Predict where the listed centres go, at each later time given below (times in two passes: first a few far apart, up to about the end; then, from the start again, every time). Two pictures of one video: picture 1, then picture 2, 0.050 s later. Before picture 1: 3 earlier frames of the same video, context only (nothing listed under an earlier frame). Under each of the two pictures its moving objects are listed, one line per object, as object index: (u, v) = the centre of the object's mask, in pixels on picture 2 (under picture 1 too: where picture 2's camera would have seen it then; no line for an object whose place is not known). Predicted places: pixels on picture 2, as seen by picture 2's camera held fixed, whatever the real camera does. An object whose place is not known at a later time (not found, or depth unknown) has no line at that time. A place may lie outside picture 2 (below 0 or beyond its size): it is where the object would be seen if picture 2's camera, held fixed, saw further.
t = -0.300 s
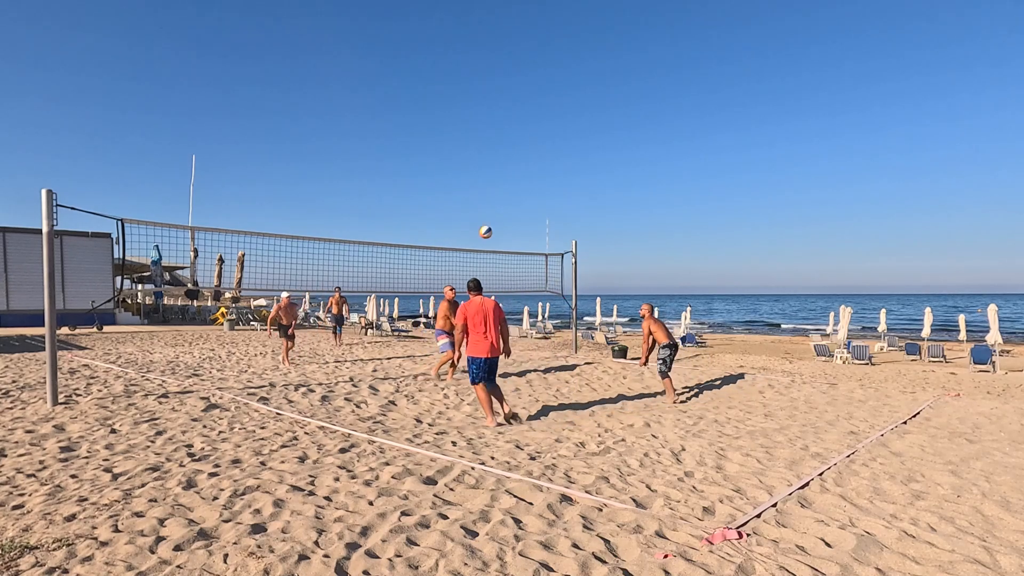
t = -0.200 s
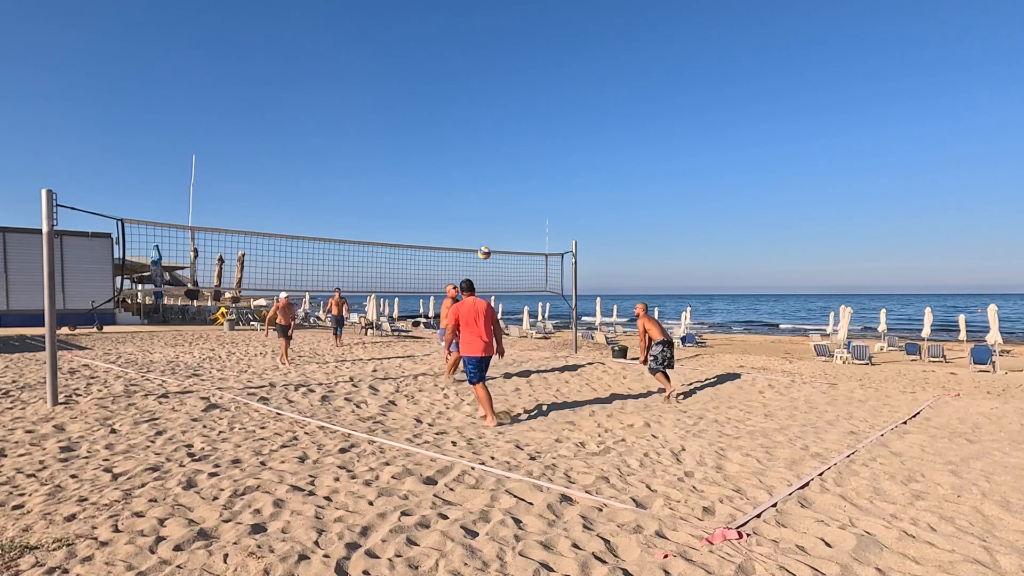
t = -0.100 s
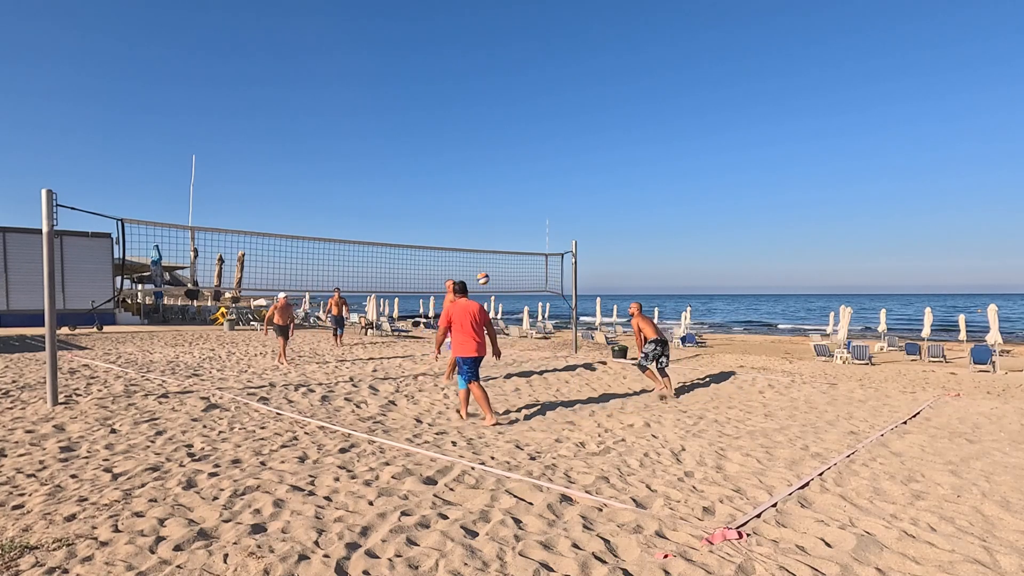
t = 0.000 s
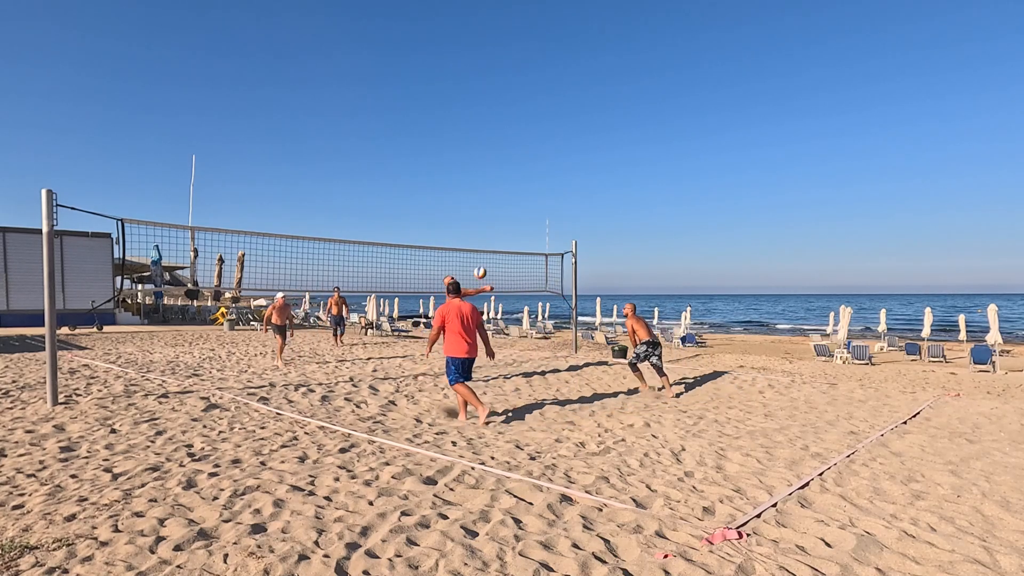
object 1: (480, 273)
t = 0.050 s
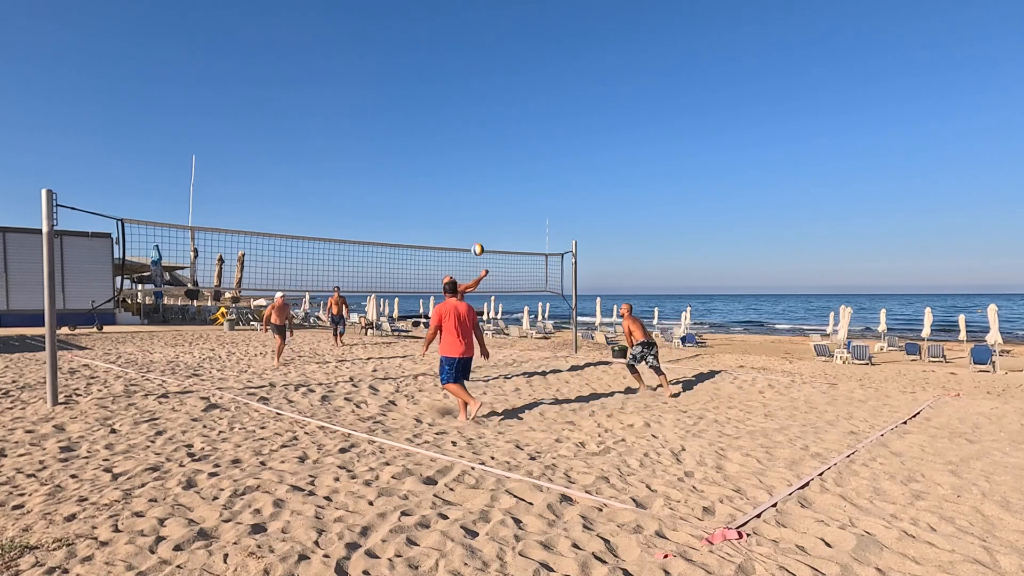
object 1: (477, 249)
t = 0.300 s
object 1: (466, 151)
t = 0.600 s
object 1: (452, 75)
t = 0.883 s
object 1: (438, 53)
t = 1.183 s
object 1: (423, 90)
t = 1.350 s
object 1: (415, 141)
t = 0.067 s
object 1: (477, 242)
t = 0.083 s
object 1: (476, 235)
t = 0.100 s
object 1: (475, 227)
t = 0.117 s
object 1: (474, 220)
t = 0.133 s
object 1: (473, 213)
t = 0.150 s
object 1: (473, 206)
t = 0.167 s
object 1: (472, 200)
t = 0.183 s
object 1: (471, 193)
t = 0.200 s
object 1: (470, 187)
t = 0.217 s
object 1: (469, 181)
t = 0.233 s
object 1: (469, 174)
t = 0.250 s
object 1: (468, 168)
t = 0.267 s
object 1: (467, 162)
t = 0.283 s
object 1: (466, 157)
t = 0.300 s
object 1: (466, 151)
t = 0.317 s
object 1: (465, 146)
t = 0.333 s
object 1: (464, 140)
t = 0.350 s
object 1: (463, 135)
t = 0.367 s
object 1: (463, 130)
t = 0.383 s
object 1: (462, 125)
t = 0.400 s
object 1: (461, 120)
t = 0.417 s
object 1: (460, 116)
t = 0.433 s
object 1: (460, 111)
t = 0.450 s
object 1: (459, 107)
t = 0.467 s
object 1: (458, 103)
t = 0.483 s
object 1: (458, 99)
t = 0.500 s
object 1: (457, 95)
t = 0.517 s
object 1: (456, 91)
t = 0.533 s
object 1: (455, 88)
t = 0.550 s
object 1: (455, 84)
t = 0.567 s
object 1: (453, 81)
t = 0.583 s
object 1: (453, 78)
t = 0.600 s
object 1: (452, 75)
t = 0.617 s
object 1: (451, 73)
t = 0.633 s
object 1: (451, 70)
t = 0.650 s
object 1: (450, 68)
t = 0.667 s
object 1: (449, 66)
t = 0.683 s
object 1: (448, 63)
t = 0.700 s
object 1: (447, 62)
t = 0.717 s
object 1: (446, 60)
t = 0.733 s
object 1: (446, 58)
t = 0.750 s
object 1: (445, 57)
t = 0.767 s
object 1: (444, 56)
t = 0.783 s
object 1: (443, 55)
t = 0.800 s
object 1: (442, 54)
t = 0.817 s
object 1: (442, 53)
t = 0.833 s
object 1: (441, 53)
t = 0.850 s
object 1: (440, 53)
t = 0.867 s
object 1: (439, 53)
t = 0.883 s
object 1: (438, 53)
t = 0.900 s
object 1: (437, 53)
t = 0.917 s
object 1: (436, 53)
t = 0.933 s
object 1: (435, 54)
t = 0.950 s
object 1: (435, 55)
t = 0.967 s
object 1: (434, 56)
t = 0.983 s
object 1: (433, 58)
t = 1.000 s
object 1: (432, 59)
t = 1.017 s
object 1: (431, 61)
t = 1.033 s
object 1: (431, 63)
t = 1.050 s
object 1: (430, 65)
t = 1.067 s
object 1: (429, 67)
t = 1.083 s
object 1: (428, 70)
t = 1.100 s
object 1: (427, 72)
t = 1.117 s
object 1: (426, 75)
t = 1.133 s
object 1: (425, 79)
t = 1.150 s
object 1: (425, 82)
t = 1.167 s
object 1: (424, 86)
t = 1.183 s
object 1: (423, 90)
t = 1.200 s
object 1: (422, 94)
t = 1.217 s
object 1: (421, 98)
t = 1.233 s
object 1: (420, 103)
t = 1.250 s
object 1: (419, 107)
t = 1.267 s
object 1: (419, 112)
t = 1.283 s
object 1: (418, 117)
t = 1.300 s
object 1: (417, 123)
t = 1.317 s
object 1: (416, 129)
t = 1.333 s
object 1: (415, 135)
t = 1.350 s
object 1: (415, 141)
